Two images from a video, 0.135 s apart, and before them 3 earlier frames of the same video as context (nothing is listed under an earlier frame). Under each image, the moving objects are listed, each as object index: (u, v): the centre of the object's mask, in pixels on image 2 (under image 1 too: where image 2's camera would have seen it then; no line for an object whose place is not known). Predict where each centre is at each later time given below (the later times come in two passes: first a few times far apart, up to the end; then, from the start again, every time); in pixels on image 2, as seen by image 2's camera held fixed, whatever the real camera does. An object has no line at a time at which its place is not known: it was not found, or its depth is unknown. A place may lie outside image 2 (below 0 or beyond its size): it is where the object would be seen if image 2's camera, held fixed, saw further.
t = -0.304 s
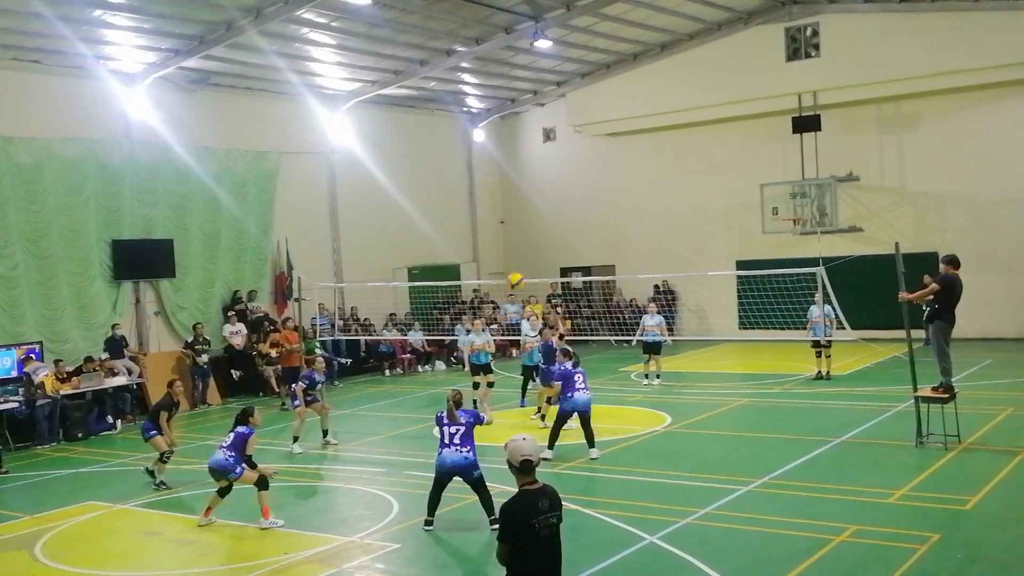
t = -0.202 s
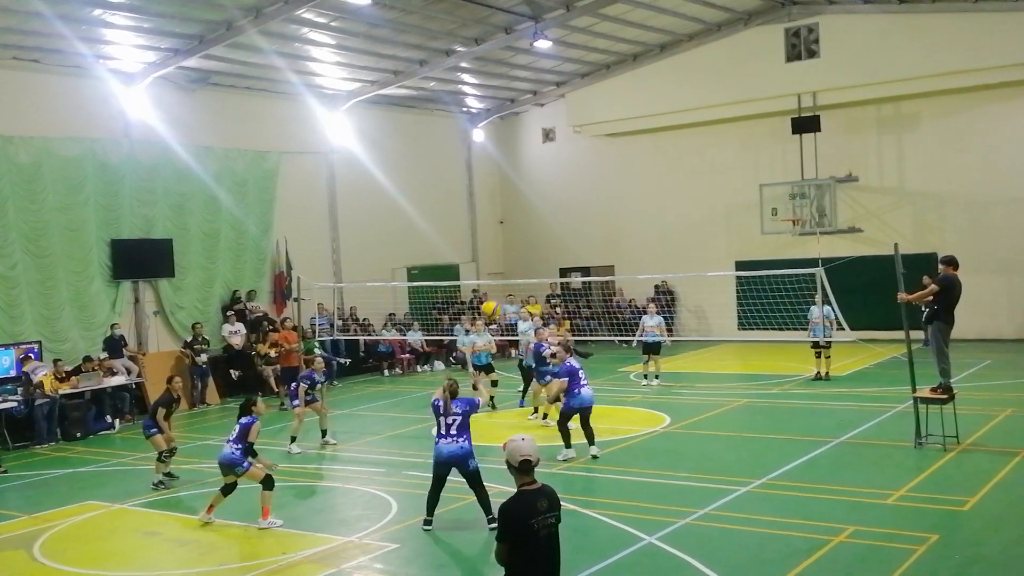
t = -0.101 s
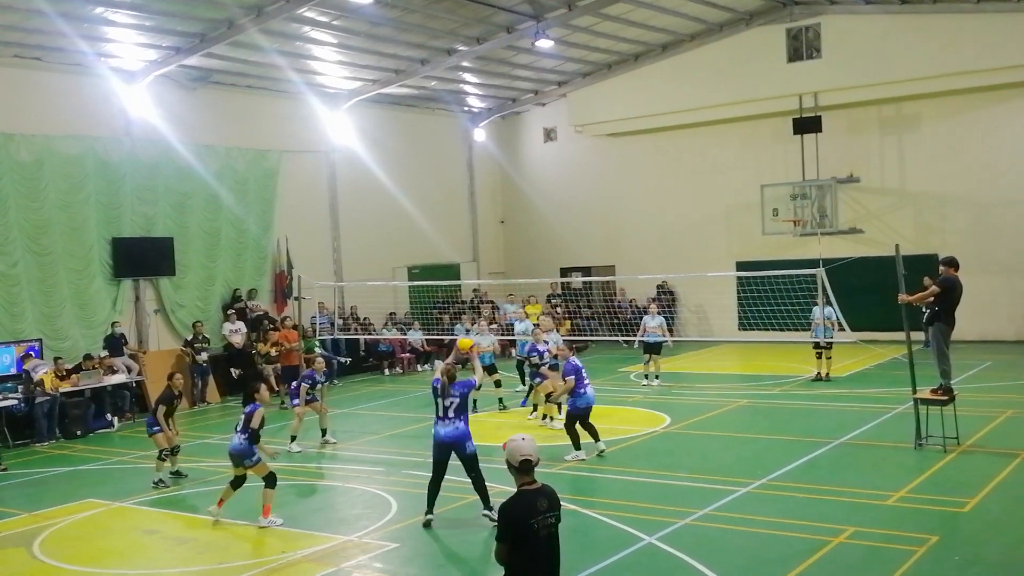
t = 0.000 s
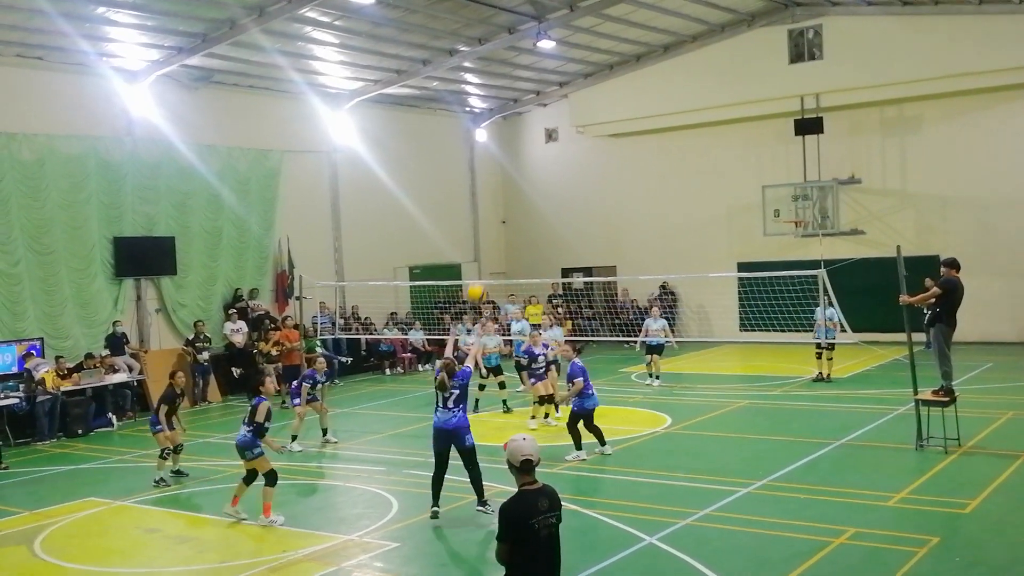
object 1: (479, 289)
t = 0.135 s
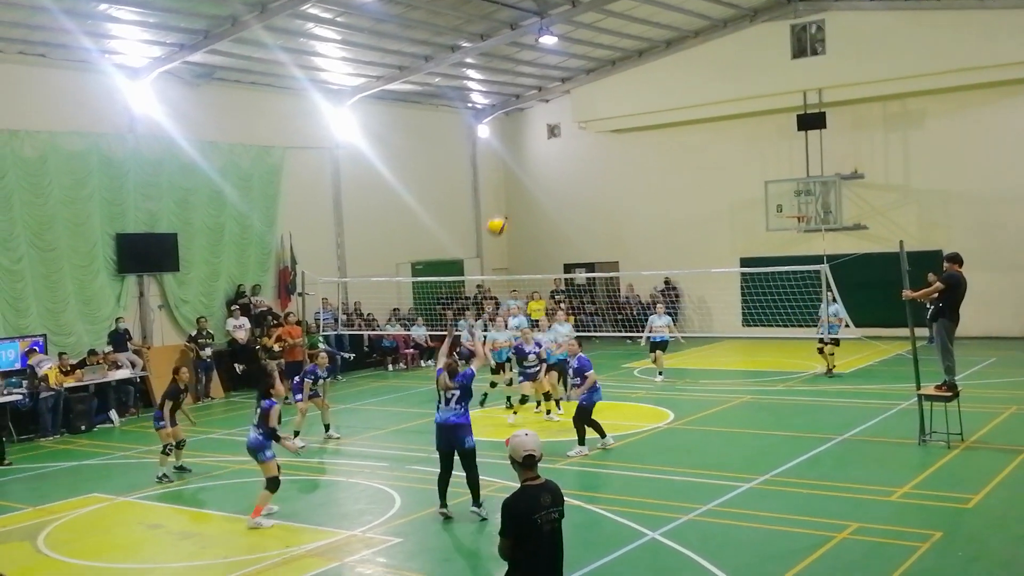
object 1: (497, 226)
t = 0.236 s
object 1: (509, 193)
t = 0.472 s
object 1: (539, 159)
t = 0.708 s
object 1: (567, 170)
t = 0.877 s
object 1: (587, 204)
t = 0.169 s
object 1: (501, 213)
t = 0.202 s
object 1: (505, 203)
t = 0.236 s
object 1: (509, 193)
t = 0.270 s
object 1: (514, 185)
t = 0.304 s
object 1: (518, 177)
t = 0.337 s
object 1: (522, 172)
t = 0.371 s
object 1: (527, 167)
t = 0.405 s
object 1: (531, 163)
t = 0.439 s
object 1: (535, 161)
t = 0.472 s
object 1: (539, 159)
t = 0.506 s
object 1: (543, 157)
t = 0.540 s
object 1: (548, 157)
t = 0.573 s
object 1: (552, 158)
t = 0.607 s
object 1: (556, 160)
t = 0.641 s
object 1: (560, 163)
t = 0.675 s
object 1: (564, 166)
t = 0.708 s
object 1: (567, 170)
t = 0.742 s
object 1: (572, 176)
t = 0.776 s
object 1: (576, 182)
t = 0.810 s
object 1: (580, 189)
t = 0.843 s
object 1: (583, 196)
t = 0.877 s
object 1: (587, 204)
